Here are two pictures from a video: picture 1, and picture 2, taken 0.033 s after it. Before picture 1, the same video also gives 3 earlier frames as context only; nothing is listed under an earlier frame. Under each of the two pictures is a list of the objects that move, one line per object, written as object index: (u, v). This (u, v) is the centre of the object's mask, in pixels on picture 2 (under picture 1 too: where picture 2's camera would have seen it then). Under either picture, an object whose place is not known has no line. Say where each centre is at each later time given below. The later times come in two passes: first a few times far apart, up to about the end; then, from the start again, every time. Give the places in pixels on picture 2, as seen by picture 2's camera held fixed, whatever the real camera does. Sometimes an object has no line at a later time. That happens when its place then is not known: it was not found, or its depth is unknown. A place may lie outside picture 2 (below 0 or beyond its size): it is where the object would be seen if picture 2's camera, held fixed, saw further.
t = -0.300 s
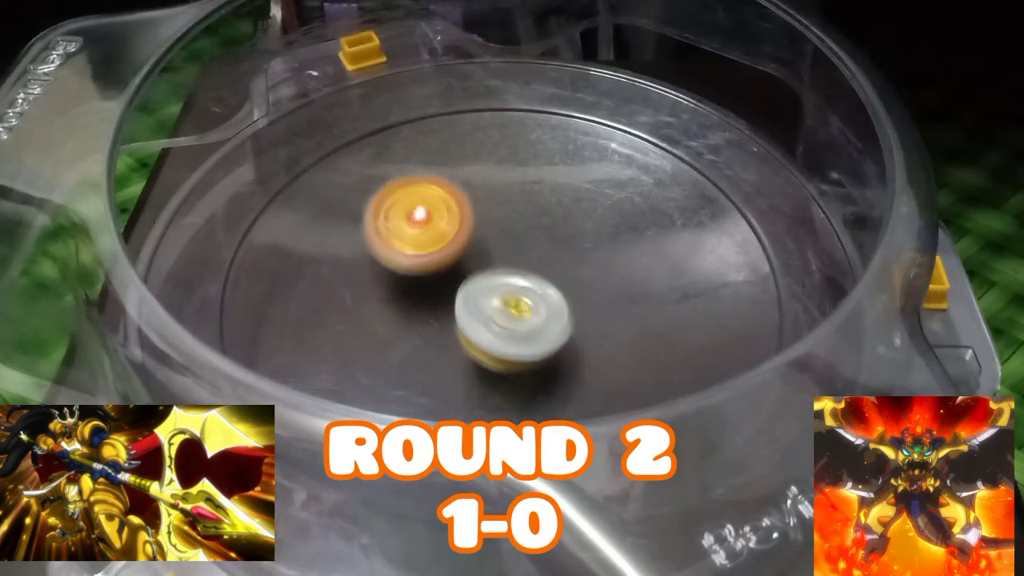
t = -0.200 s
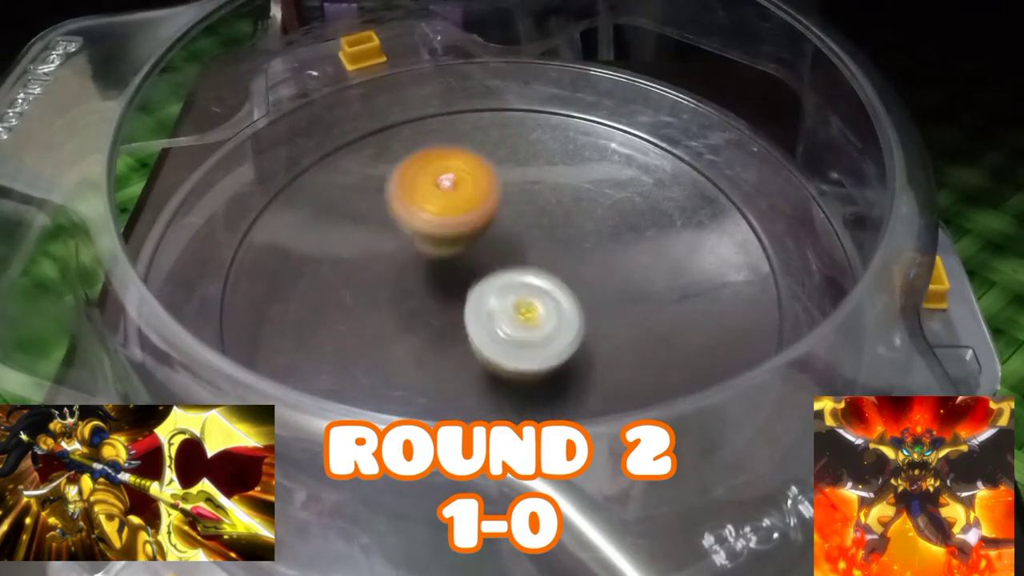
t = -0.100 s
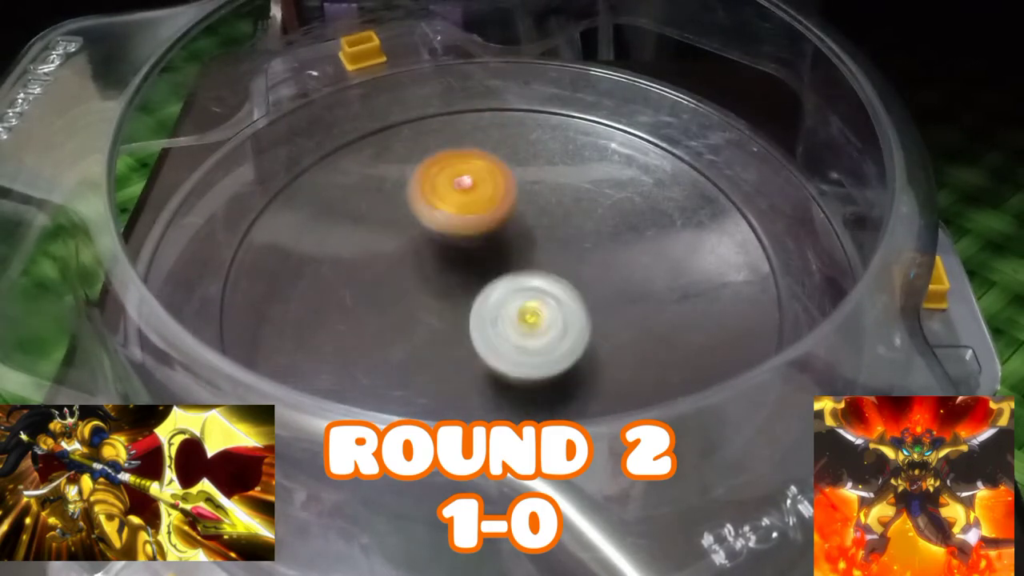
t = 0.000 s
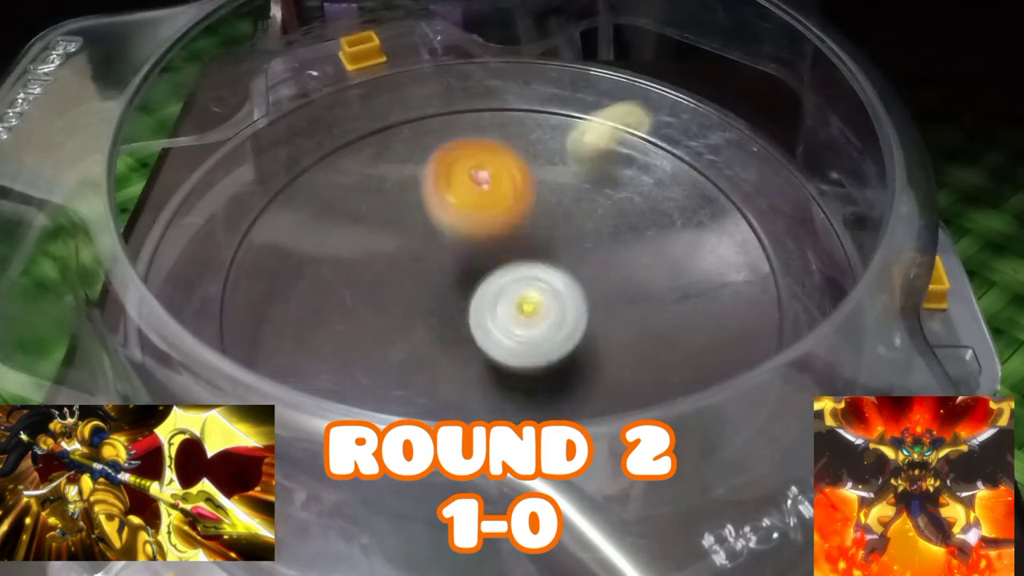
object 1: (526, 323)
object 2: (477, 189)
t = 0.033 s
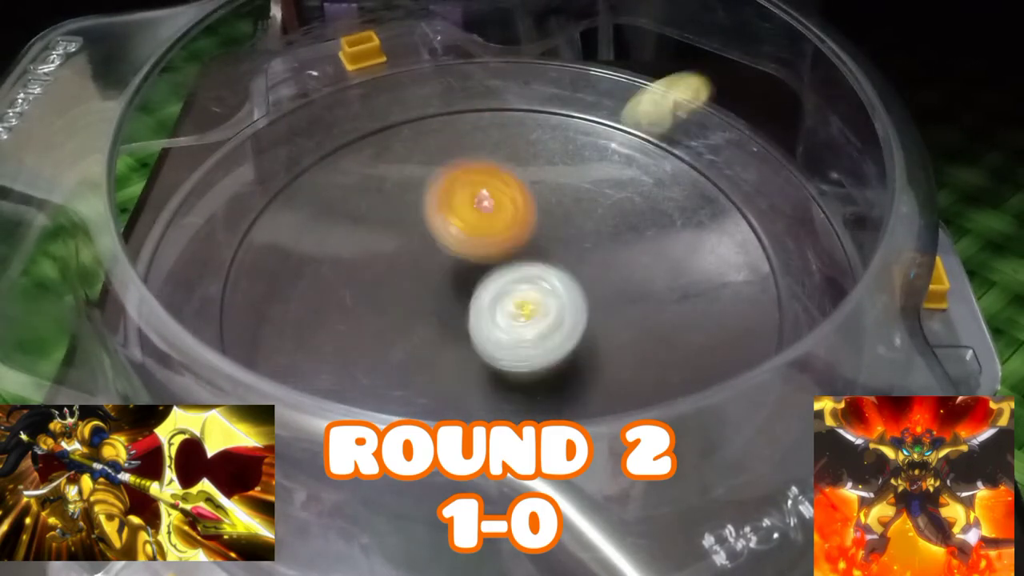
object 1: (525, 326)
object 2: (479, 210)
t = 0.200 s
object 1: (543, 373)
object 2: (463, 165)
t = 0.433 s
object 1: (551, 374)
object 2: (477, 219)
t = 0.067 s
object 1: (527, 347)
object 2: (479, 214)
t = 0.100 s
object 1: (526, 362)
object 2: (473, 200)
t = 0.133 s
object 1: (530, 372)
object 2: (467, 184)
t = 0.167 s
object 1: (536, 377)
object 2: (463, 175)
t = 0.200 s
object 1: (543, 373)
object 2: (463, 165)
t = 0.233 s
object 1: (543, 382)
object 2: (463, 164)
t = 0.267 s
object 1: (545, 382)
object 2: (466, 169)
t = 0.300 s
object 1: (548, 382)
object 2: (469, 176)
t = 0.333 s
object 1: (549, 381)
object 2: (472, 184)
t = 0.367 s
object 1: (549, 380)
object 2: (473, 195)
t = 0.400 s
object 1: (552, 375)
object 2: (473, 206)
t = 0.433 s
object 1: (551, 374)
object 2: (477, 219)
